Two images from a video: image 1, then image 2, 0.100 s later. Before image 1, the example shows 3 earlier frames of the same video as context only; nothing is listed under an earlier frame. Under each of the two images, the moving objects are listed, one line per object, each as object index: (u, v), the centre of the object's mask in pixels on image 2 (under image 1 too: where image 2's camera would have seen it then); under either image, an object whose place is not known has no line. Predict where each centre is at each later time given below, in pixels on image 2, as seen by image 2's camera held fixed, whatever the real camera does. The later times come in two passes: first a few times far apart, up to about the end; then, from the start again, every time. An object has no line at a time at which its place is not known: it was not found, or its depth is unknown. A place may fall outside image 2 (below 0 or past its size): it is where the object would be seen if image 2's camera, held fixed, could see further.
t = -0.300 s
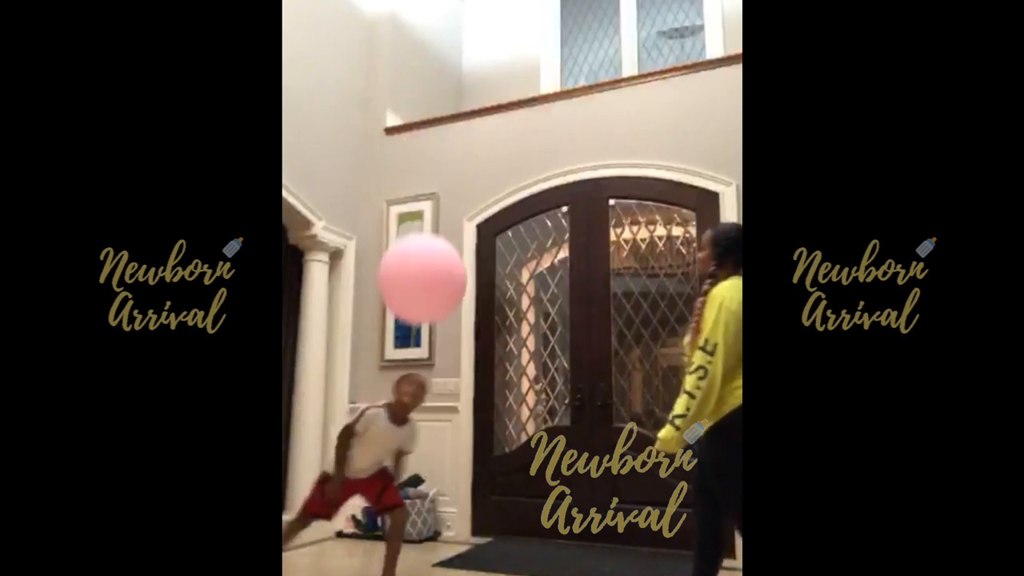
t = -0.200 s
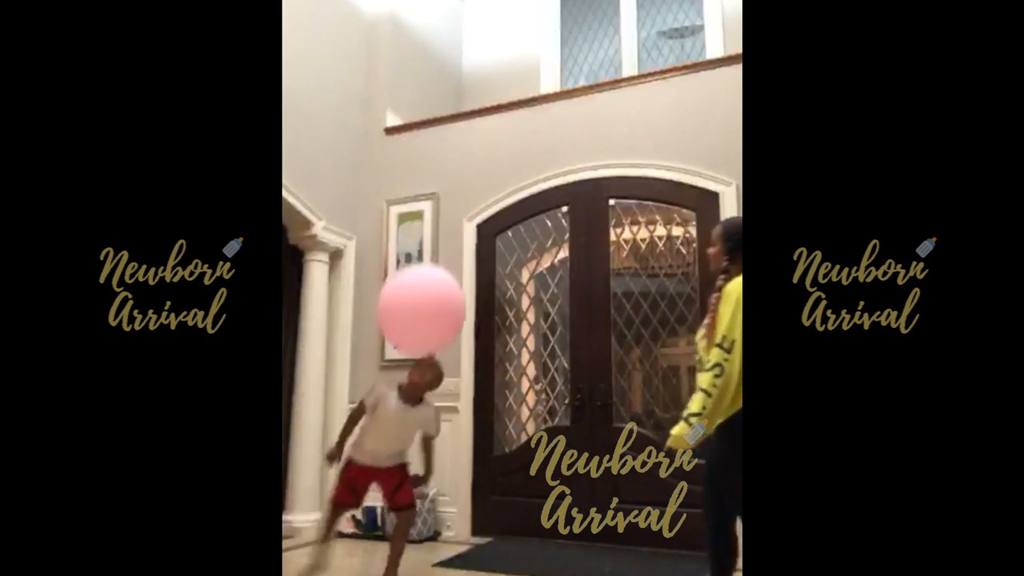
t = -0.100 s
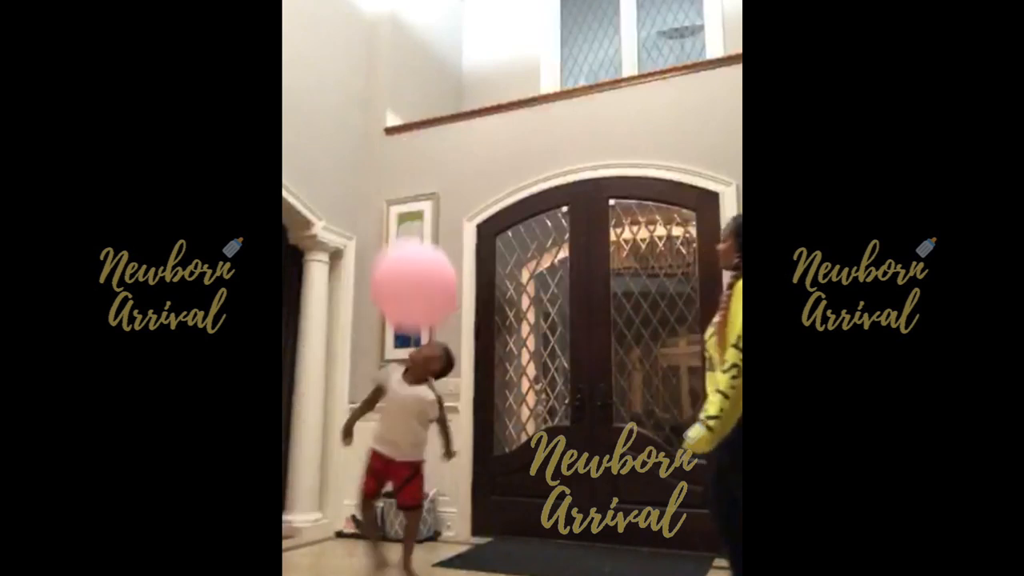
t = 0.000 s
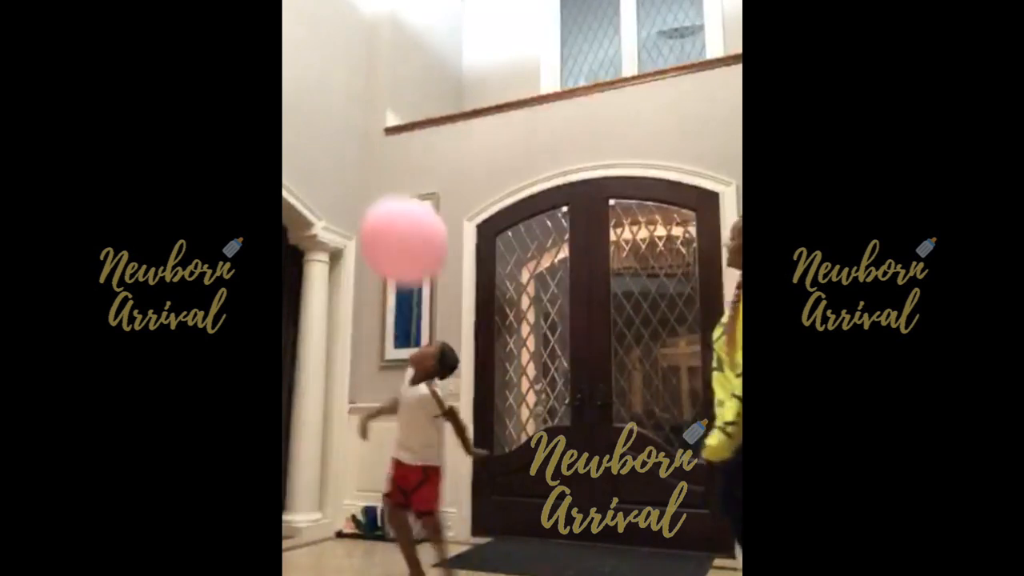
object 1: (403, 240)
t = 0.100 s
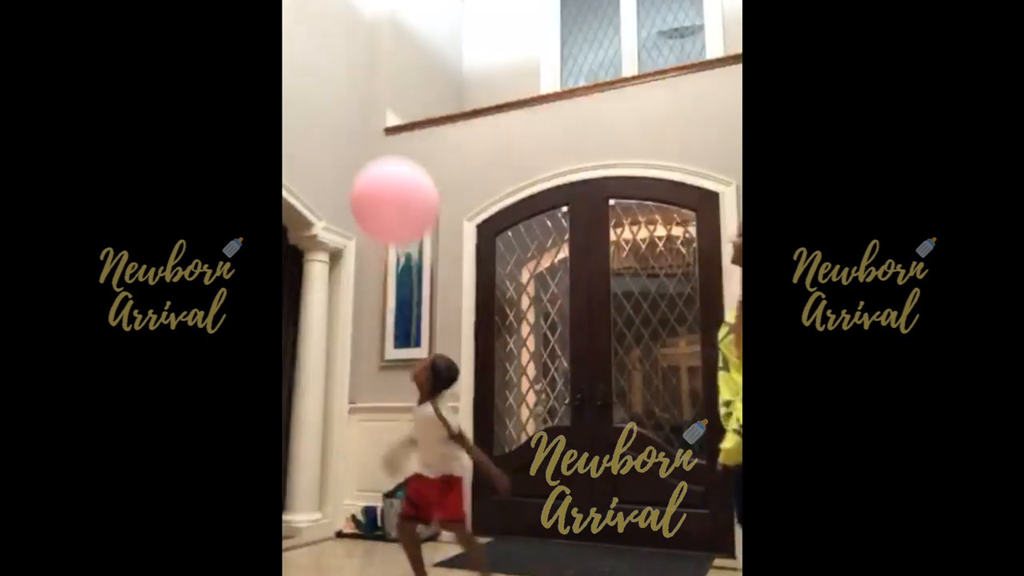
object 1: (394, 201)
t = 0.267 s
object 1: (379, 150)
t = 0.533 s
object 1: (354, 102)
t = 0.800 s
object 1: (333, 86)
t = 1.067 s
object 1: (318, 93)
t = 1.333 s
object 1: (309, 116)
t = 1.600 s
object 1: (304, 159)
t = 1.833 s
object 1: (300, 207)
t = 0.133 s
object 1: (391, 189)
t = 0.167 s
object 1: (388, 179)
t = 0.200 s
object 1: (385, 168)
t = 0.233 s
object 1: (382, 159)
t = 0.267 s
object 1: (379, 150)
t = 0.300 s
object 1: (376, 142)
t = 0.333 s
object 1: (372, 135)
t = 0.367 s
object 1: (369, 128)
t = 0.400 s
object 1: (366, 121)
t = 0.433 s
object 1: (363, 116)
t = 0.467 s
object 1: (360, 111)
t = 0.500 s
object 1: (357, 106)
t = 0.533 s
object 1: (354, 102)
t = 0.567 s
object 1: (352, 99)
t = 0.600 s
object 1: (349, 95)
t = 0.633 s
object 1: (346, 93)
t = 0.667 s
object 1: (343, 91)
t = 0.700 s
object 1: (341, 89)
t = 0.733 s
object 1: (338, 88)
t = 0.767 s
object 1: (336, 87)
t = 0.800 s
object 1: (333, 86)
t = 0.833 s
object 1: (331, 86)
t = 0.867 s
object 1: (329, 86)
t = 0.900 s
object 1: (327, 87)
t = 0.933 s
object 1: (325, 87)
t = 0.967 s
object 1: (323, 88)
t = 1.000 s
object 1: (321, 90)
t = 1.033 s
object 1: (319, 91)
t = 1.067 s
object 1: (318, 93)
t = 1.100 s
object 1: (317, 95)
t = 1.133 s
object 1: (316, 97)
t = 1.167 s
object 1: (315, 100)
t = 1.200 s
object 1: (314, 103)
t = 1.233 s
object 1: (313, 106)
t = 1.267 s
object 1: (311, 109)
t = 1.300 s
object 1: (311, 113)
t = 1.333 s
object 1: (309, 116)
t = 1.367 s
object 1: (308, 121)
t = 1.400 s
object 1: (307, 126)
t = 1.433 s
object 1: (307, 130)
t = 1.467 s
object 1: (306, 135)
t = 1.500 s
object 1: (305, 141)
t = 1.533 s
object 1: (304, 147)
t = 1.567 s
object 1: (304, 153)
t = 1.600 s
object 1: (304, 159)
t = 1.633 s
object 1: (303, 165)
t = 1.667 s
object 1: (302, 172)
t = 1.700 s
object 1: (302, 179)
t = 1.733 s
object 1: (302, 186)
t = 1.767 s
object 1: (301, 192)
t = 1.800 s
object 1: (301, 200)
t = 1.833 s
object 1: (300, 207)
